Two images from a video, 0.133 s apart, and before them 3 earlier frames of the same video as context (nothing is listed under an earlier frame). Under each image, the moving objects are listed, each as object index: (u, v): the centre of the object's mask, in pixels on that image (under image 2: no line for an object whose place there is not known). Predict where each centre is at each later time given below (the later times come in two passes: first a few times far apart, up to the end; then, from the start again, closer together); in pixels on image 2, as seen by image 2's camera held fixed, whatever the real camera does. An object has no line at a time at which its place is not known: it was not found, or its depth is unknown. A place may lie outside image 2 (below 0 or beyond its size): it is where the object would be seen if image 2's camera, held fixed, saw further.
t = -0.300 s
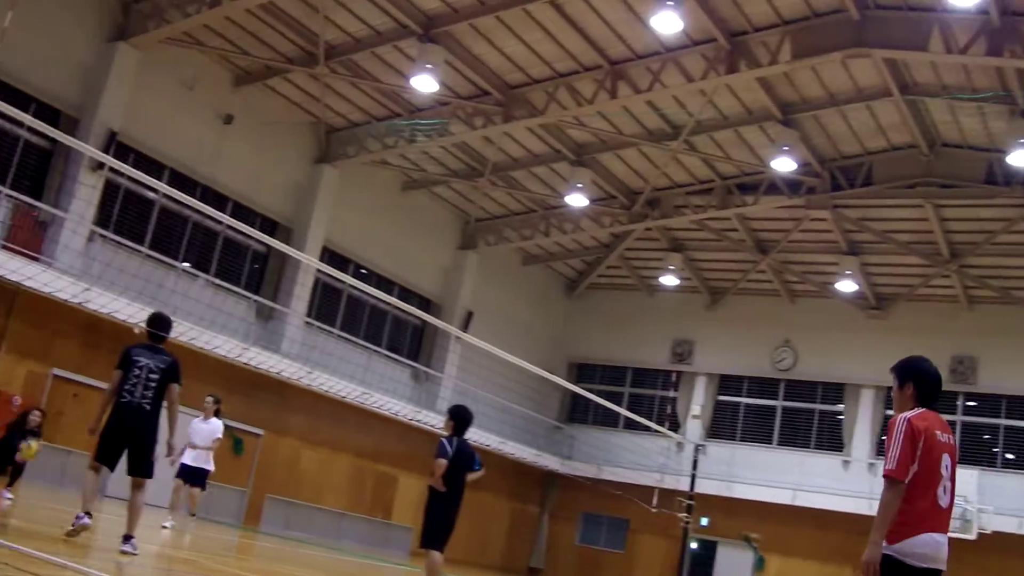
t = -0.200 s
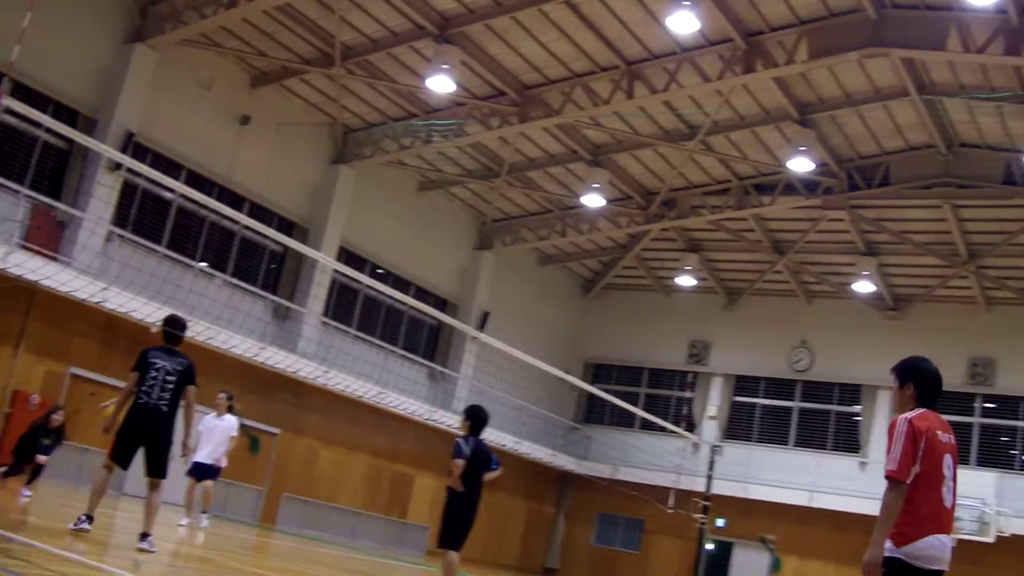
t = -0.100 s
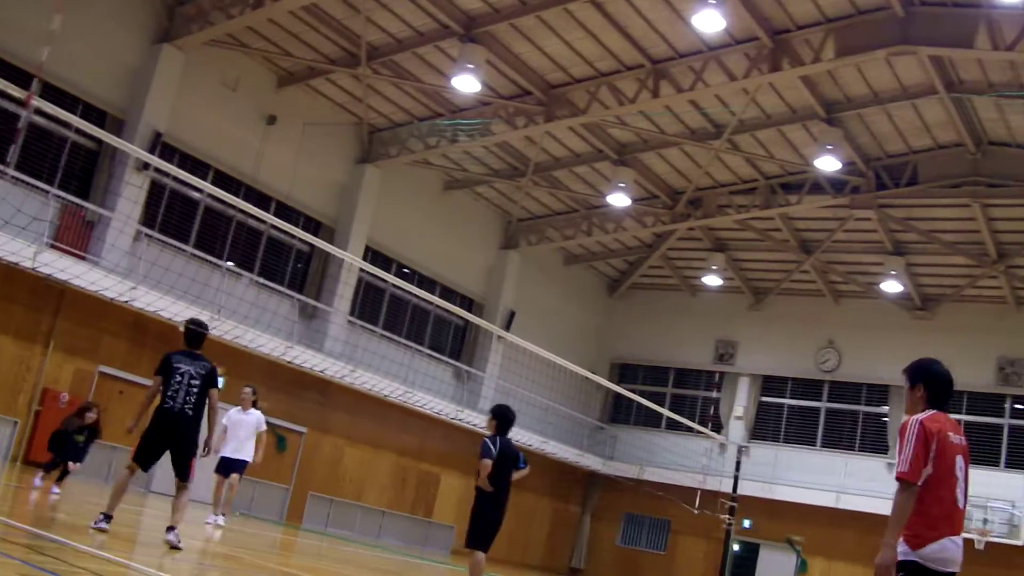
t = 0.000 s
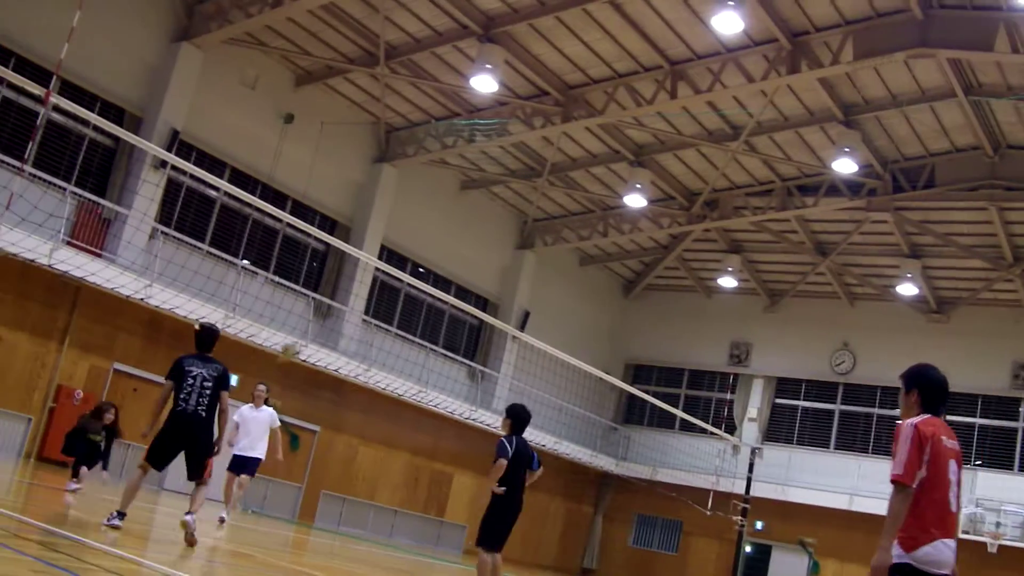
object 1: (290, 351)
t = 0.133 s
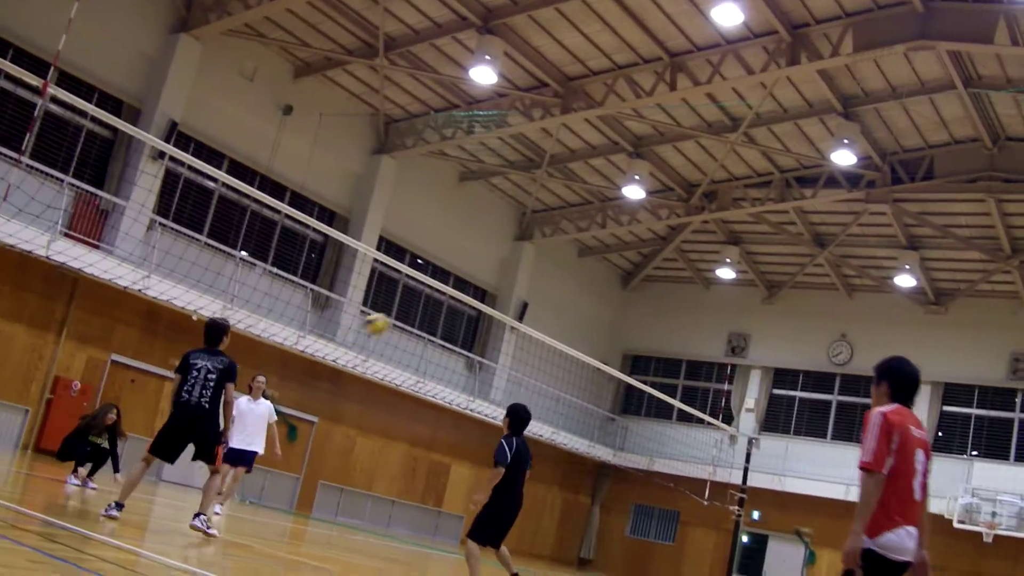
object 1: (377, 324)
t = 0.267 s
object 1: (463, 322)
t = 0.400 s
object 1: (548, 337)
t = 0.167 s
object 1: (399, 321)
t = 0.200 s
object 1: (420, 321)
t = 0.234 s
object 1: (440, 321)
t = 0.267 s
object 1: (463, 322)
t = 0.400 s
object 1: (548, 337)
